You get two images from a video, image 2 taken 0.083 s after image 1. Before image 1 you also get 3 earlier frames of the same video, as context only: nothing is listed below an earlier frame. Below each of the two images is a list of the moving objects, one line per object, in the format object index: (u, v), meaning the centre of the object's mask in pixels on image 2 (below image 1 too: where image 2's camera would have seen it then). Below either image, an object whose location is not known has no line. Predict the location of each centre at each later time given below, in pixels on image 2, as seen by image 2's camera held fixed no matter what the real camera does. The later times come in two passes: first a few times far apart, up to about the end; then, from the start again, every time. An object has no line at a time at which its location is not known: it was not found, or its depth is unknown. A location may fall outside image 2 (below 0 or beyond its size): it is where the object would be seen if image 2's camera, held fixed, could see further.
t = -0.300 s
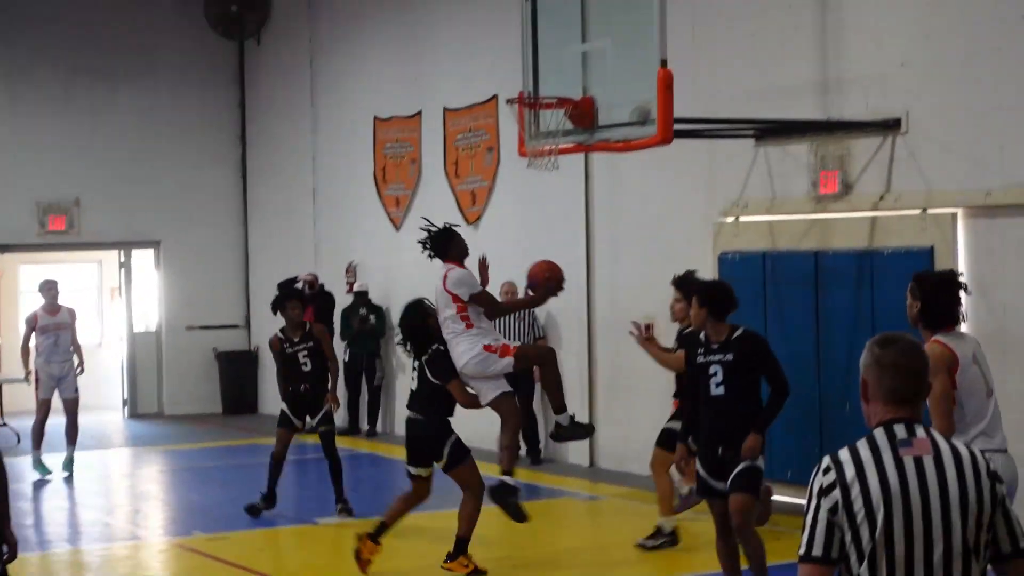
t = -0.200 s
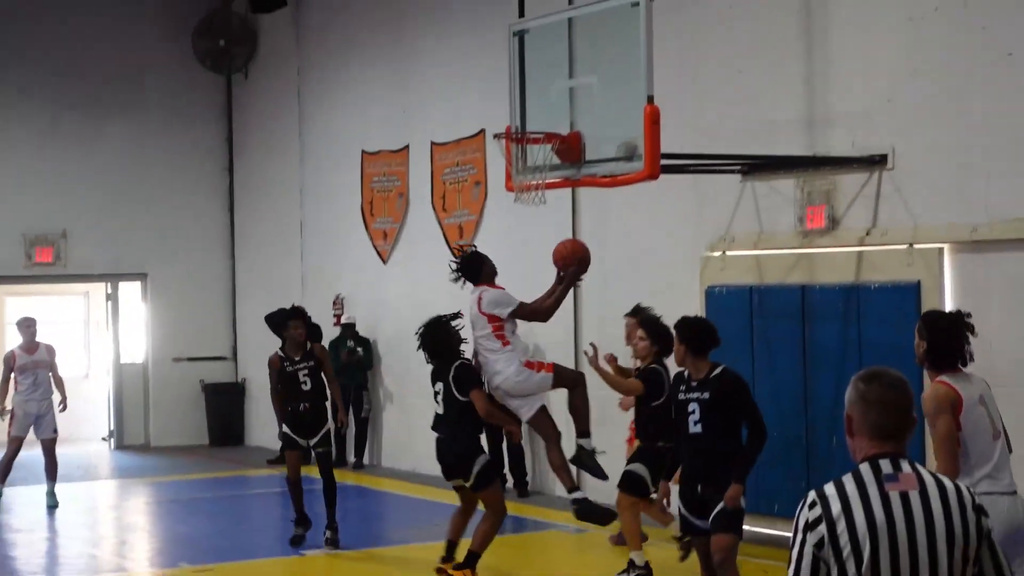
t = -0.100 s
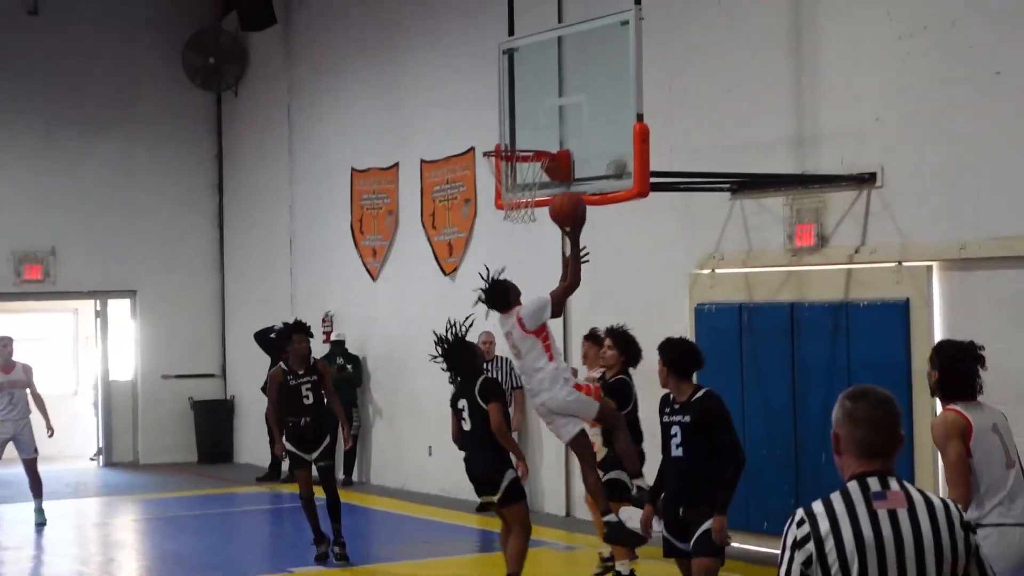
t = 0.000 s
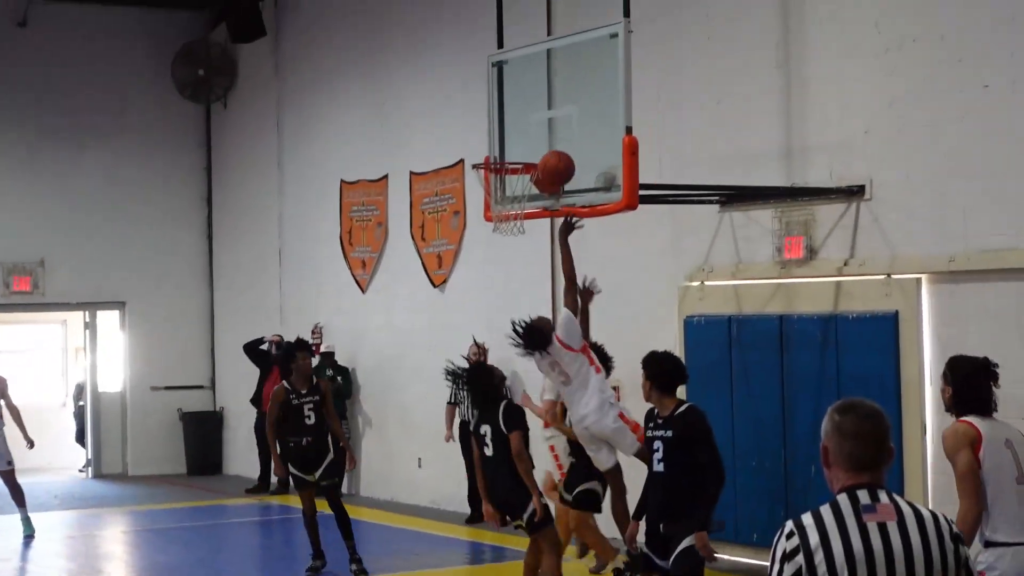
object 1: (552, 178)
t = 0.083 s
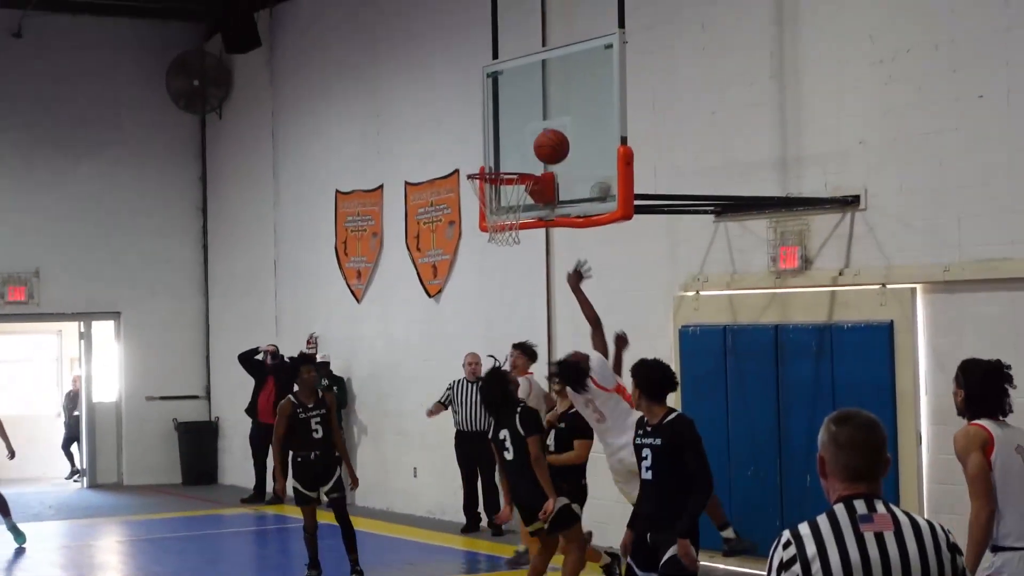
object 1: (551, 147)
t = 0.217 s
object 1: (552, 119)
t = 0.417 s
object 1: (521, 130)
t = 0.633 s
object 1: (499, 184)
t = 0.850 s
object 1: (523, 213)
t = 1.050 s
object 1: (532, 273)
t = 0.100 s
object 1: (551, 142)
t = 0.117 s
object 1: (551, 138)
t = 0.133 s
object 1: (551, 134)
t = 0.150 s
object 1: (551, 130)
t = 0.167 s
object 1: (551, 126)
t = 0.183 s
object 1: (551, 123)
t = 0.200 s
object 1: (552, 121)
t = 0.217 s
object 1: (552, 119)
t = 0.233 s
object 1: (552, 117)
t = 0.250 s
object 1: (552, 116)
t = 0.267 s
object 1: (552, 115)
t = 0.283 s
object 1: (552, 115)
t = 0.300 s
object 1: (552, 115)
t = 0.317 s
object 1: (549, 116)
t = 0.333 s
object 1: (544, 117)
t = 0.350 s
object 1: (539, 119)
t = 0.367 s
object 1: (535, 121)
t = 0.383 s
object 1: (530, 124)
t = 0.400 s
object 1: (526, 127)
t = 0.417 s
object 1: (521, 130)
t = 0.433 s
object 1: (517, 134)
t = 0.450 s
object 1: (512, 138)
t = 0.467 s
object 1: (508, 142)
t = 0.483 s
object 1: (504, 147)
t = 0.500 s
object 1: (499, 153)
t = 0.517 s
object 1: (495, 158)
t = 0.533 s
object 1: (490, 161)
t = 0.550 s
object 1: (485, 166)
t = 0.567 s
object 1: (486, 168)
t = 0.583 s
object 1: (490, 175)
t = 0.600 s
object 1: (494, 178)
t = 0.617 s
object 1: (497, 181)
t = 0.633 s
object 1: (499, 184)
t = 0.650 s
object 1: (502, 188)
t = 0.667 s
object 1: (507, 192)
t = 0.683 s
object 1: (510, 194)
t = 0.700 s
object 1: (512, 197)
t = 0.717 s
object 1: (513, 198)
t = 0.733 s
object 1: (516, 201)
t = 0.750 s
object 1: (517, 202)
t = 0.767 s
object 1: (518, 203)
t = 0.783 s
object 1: (519, 205)
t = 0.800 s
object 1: (520, 207)
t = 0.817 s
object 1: (521, 208)
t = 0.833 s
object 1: (522, 210)
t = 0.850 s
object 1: (523, 213)
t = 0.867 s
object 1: (523, 216)
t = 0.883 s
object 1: (524, 219)
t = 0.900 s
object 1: (525, 223)
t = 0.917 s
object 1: (526, 227)
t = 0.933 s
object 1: (526, 232)
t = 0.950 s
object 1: (527, 237)
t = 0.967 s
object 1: (528, 240)
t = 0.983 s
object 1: (529, 247)
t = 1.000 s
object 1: (530, 253)
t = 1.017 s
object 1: (530, 259)
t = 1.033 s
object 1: (531, 266)
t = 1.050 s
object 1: (532, 273)
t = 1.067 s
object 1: (533, 280)
